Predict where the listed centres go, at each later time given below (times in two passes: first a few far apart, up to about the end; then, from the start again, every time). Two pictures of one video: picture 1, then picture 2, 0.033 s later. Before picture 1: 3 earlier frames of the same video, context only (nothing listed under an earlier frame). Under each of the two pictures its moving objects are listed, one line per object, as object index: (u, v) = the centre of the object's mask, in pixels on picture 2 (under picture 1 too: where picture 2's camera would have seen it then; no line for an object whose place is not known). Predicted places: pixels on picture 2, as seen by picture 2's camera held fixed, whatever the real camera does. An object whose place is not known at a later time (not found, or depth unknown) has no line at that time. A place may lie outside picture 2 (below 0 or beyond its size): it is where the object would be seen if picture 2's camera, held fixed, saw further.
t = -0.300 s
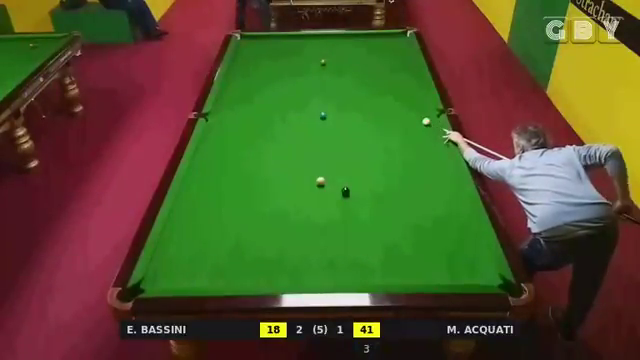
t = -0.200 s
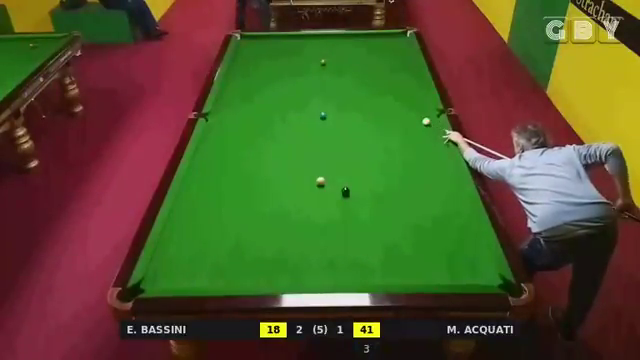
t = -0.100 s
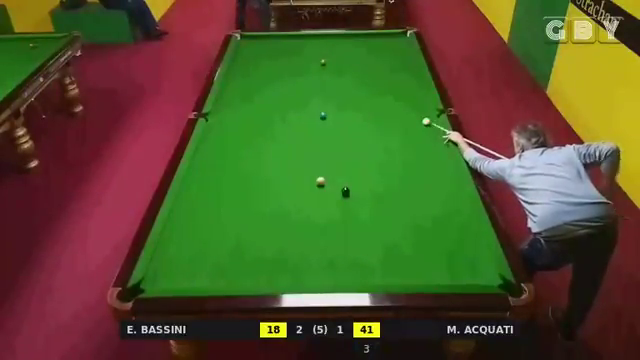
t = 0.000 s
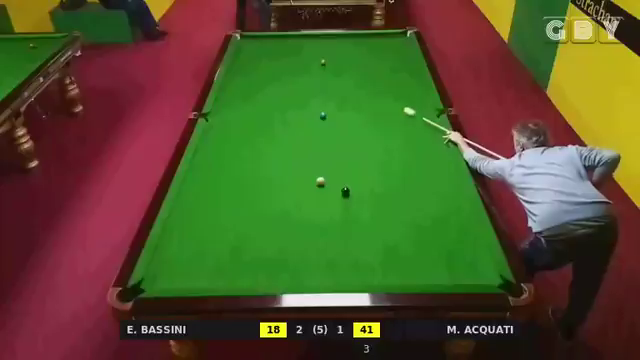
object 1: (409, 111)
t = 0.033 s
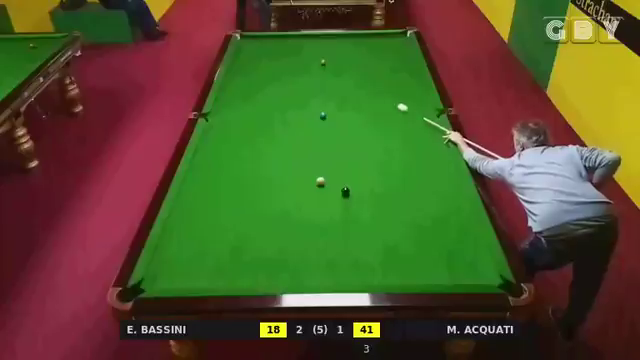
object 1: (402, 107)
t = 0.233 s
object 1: (367, 87)
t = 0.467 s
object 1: (333, 67)
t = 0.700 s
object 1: (329, 59)
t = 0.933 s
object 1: (327, 52)
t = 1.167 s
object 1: (325, 45)
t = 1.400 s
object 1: (324, 39)
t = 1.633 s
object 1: (322, 35)
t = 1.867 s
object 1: (321, 39)
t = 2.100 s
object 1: (320, 42)
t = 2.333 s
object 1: (319, 46)
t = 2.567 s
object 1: (318, 49)
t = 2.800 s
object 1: (317, 52)
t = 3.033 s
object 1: (316, 55)
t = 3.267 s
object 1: (315, 58)
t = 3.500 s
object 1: (314, 60)
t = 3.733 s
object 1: (314, 62)
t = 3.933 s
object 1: (313, 64)
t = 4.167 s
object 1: (312, 66)
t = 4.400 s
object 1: (312, 67)
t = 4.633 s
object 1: (311, 69)
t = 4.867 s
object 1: (311, 70)
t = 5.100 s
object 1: (311, 71)
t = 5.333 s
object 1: (311, 72)
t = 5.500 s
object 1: (310, 72)
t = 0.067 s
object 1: (396, 104)
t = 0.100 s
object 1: (390, 100)
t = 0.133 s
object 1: (384, 96)
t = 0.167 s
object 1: (378, 93)
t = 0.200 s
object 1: (373, 90)
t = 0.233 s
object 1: (367, 87)
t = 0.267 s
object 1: (362, 84)
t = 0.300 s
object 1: (357, 81)
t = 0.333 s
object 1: (352, 78)
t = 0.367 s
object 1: (347, 75)
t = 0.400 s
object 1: (343, 72)
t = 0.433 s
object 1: (337, 69)
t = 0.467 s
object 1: (333, 67)
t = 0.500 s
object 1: (329, 64)
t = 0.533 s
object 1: (327, 63)
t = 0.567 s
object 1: (328, 62)
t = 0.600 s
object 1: (329, 61)
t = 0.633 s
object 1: (329, 60)
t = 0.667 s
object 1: (329, 60)
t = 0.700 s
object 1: (329, 59)
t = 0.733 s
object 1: (329, 58)
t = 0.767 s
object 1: (328, 57)
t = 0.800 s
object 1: (328, 56)
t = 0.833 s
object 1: (328, 55)
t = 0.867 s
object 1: (327, 54)
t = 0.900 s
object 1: (327, 53)
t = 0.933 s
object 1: (327, 52)
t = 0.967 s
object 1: (327, 51)
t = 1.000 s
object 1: (327, 49)
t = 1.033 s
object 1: (326, 49)
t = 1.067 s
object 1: (326, 48)
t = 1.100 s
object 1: (326, 47)
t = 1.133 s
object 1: (326, 46)
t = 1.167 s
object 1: (325, 45)
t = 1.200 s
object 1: (325, 44)
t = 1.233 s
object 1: (325, 44)
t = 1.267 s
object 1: (325, 42)
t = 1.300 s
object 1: (324, 42)
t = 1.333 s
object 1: (324, 41)
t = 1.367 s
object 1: (324, 40)
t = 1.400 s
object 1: (324, 39)
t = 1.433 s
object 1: (324, 38)
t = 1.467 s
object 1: (324, 38)
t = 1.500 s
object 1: (323, 37)
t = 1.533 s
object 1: (323, 36)
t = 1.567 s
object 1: (323, 35)
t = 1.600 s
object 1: (323, 35)
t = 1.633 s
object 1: (322, 35)
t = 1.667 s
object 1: (322, 36)
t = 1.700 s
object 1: (322, 37)
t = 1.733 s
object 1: (322, 37)
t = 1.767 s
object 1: (322, 37)
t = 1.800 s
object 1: (322, 38)
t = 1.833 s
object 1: (322, 39)
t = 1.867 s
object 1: (321, 39)
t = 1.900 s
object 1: (321, 40)
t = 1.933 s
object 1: (321, 40)
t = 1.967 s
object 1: (321, 40)
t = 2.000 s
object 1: (321, 41)
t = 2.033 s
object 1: (321, 41)
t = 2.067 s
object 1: (321, 42)
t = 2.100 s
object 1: (320, 42)
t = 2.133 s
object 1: (320, 43)
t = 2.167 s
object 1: (320, 43)
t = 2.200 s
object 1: (320, 44)
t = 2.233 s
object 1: (320, 44)
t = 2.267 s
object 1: (320, 45)
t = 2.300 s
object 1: (320, 46)
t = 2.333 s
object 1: (319, 46)
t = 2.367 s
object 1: (319, 46)
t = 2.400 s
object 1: (319, 47)
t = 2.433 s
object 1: (319, 47)
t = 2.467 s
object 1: (319, 48)
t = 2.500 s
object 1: (319, 48)
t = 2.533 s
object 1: (319, 48)
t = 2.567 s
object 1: (318, 49)
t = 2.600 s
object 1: (318, 49)
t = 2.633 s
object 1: (318, 50)
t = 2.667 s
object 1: (318, 51)
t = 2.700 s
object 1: (318, 51)
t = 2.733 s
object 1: (317, 51)
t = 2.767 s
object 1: (318, 52)
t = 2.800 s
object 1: (317, 52)
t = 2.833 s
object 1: (317, 53)
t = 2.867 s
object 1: (317, 53)
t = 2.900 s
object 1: (317, 54)
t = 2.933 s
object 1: (317, 54)
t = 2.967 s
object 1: (317, 54)
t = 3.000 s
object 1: (317, 55)
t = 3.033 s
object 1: (316, 55)
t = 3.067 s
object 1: (316, 56)
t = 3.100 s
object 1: (316, 56)
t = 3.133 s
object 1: (316, 56)
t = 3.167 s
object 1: (316, 57)
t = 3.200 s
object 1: (316, 57)
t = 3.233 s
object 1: (316, 57)
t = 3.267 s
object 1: (315, 58)
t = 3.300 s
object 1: (315, 58)
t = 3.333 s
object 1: (315, 59)
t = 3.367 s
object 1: (315, 59)
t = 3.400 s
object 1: (315, 59)
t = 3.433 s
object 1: (315, 59)
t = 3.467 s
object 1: (315, 60)
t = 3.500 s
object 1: (314, 60)
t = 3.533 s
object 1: (314, 61)
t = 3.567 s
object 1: (314, 61)
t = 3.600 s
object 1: (314, 61)
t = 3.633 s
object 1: (314, 61)
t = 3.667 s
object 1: (314, 62)
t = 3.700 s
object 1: (314, 62)
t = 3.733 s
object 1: (314, 62)
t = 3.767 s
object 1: (314, 63)
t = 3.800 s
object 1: (313, 63)
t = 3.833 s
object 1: (313, 63)
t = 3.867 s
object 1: (313, 63)
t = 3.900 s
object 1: (313, 64)
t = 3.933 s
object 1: (313, 64)
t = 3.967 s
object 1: (313, 64)
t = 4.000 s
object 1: (313, 65)
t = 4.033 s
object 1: (313, 65)
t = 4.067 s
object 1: (312, 65)
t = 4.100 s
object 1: (312, 65)
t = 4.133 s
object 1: (312, 66)
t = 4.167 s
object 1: (312, 66)
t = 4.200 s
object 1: (312, 66)
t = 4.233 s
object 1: (312, 66)
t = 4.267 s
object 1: (312, 66)
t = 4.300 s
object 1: (312, 67)
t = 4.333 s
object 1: (312, 67)
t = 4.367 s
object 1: (312, 67)
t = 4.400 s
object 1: (312, 67)
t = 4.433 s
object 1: (312, 68)
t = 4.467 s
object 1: (312, 68)
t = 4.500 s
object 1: (312, 68)
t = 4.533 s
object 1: (312, 68)
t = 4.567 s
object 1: (311, 68)
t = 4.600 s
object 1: (311, 69)
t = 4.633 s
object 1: (311, 69)
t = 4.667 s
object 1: (311, 69)
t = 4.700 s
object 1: (311, 69)
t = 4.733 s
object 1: (311, 69)
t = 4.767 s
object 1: (311, 70)
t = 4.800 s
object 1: (311, 70)
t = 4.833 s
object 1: (311, 70)
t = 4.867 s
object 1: (311, 70)
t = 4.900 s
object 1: (311, 70)
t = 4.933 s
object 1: (311, 70)
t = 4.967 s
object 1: (311, 70)
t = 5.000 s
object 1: (311, 70)
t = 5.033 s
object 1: (311, 71)
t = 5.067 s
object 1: (311, 71)
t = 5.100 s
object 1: (311, 71)
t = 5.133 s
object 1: (311, 71)
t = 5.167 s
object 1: (311, 71)
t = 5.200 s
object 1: (311, 71)
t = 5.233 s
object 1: (311, 71)
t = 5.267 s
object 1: (311, 71)
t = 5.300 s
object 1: (310, 71)
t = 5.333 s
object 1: (311, 72)
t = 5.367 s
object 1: (311, 72)
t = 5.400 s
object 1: (311, 72)
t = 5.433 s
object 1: (310, 72)
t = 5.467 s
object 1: (310, 72)
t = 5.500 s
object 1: (310, 72)
